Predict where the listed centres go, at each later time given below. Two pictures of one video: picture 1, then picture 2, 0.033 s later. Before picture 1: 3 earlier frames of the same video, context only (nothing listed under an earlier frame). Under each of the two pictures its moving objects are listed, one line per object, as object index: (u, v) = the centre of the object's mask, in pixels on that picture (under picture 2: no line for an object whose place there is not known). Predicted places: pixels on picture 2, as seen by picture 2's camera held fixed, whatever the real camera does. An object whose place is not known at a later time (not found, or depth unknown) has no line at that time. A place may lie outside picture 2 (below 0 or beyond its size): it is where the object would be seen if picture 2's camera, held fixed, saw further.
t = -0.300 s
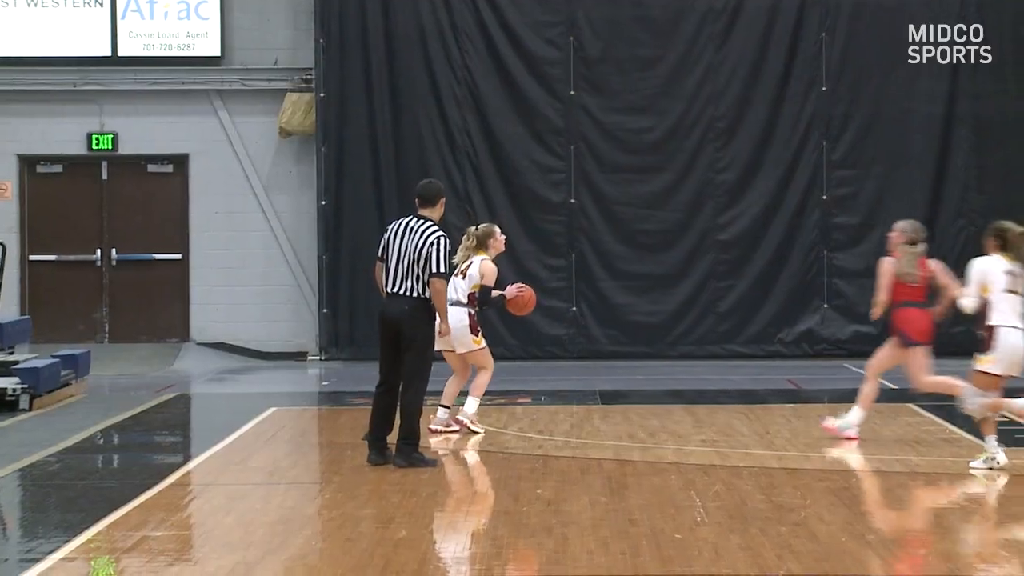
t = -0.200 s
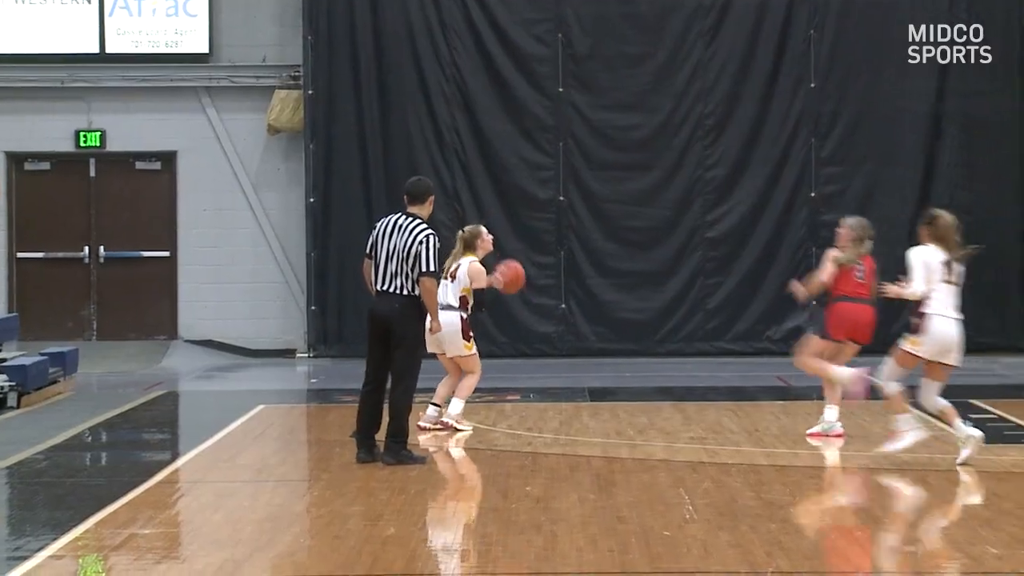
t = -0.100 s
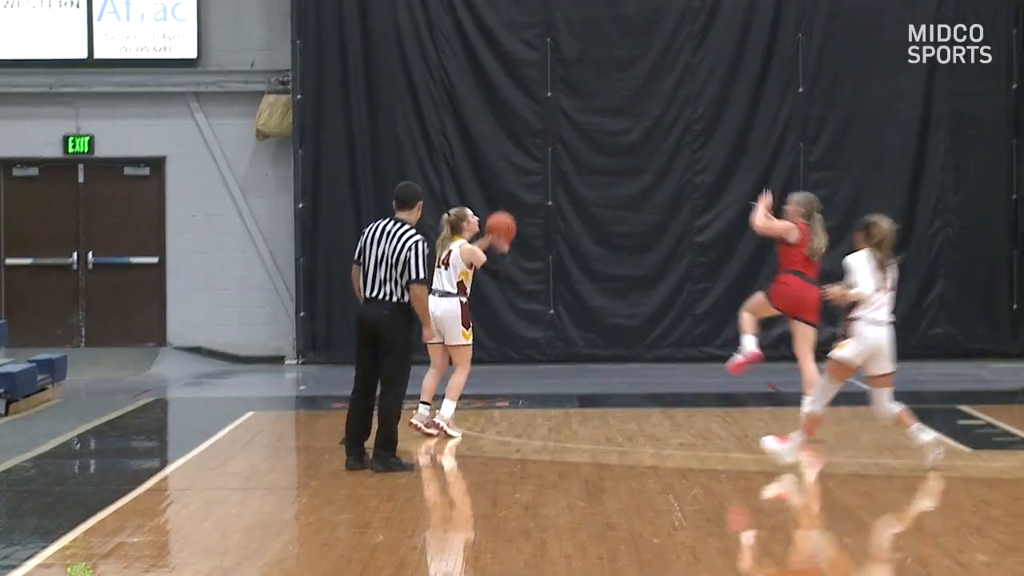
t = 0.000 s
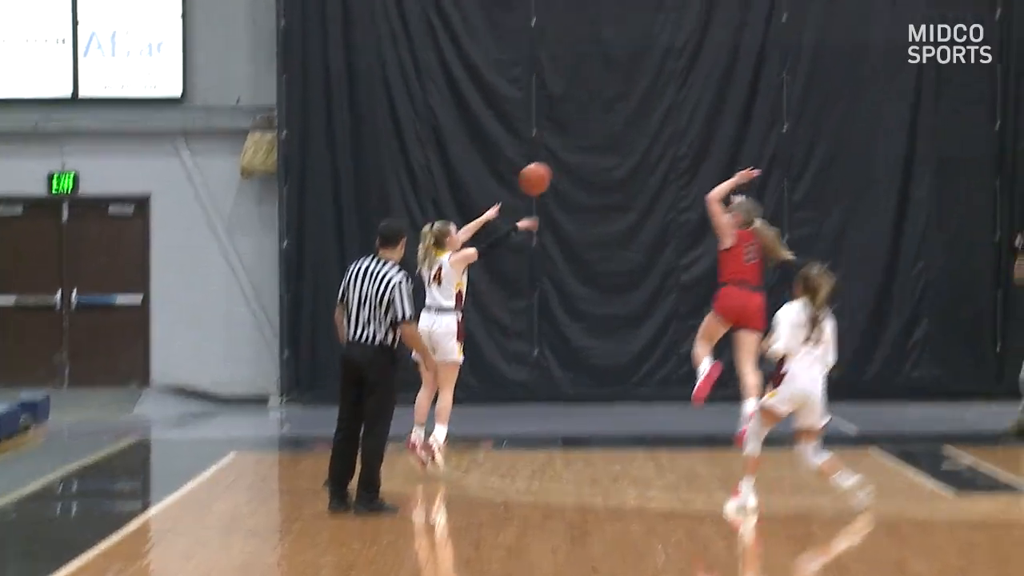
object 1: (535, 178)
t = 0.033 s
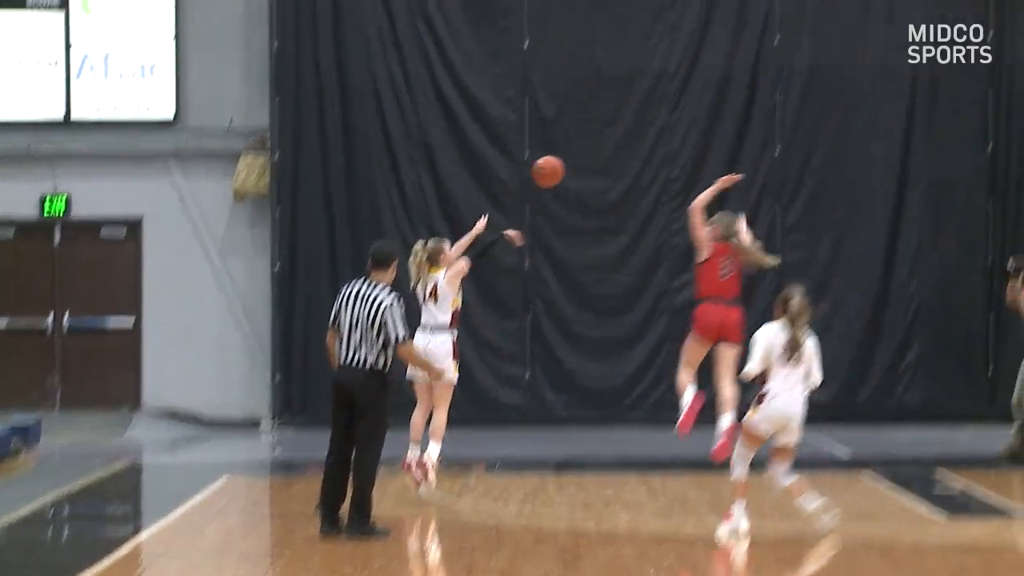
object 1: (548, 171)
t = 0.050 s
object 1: (559, 156)
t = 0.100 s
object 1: (594, 113)
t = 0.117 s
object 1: (605, 99)
